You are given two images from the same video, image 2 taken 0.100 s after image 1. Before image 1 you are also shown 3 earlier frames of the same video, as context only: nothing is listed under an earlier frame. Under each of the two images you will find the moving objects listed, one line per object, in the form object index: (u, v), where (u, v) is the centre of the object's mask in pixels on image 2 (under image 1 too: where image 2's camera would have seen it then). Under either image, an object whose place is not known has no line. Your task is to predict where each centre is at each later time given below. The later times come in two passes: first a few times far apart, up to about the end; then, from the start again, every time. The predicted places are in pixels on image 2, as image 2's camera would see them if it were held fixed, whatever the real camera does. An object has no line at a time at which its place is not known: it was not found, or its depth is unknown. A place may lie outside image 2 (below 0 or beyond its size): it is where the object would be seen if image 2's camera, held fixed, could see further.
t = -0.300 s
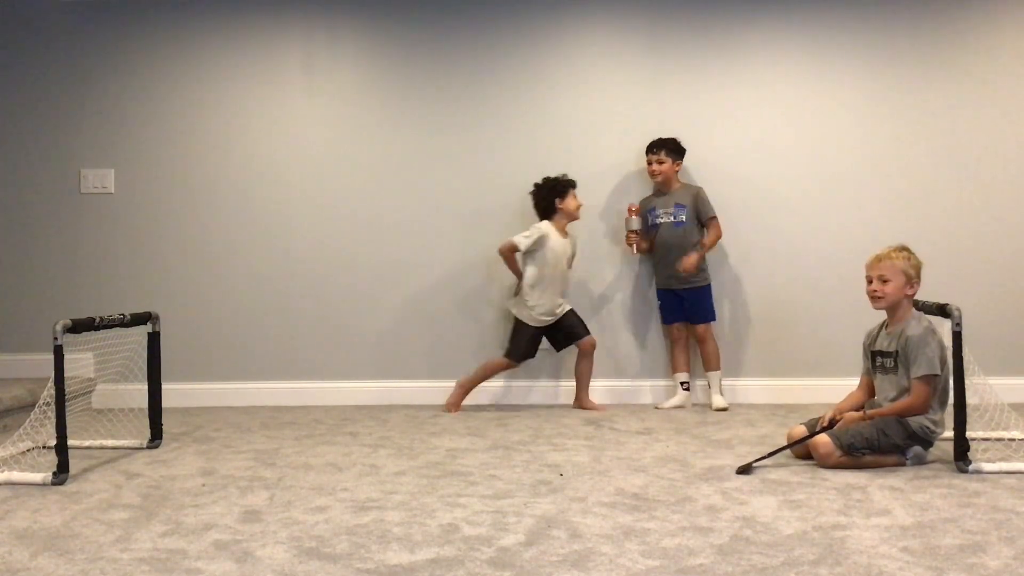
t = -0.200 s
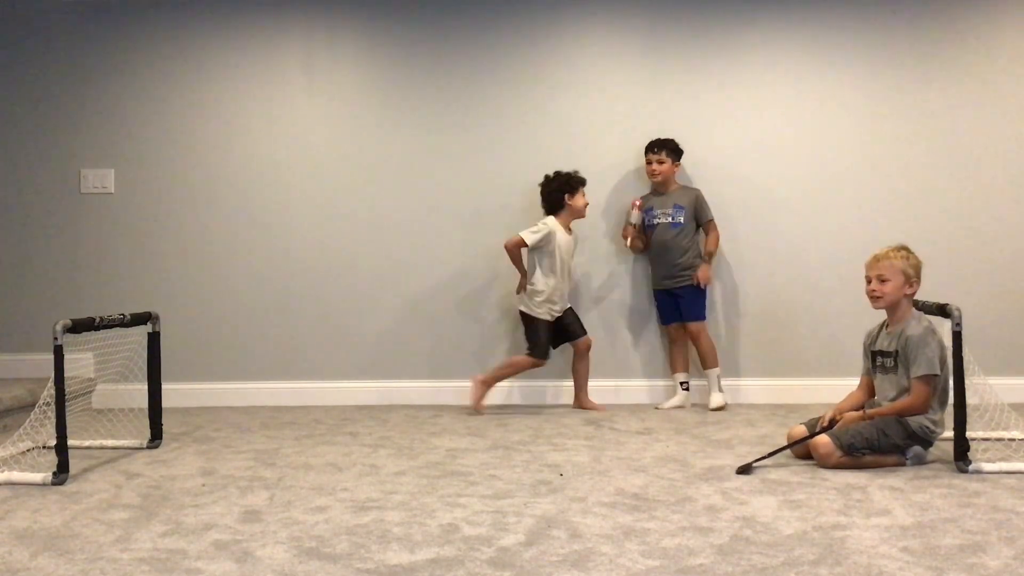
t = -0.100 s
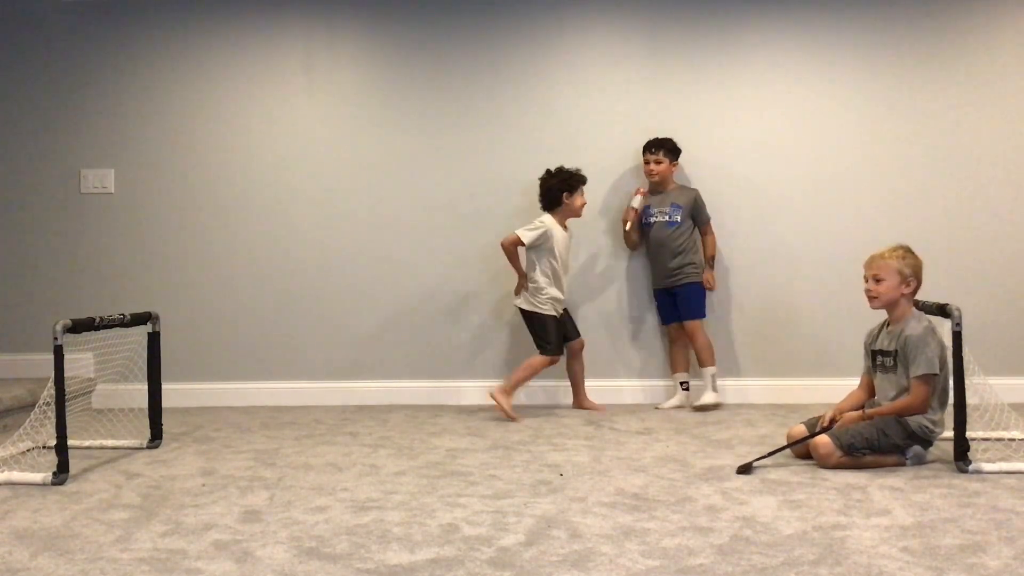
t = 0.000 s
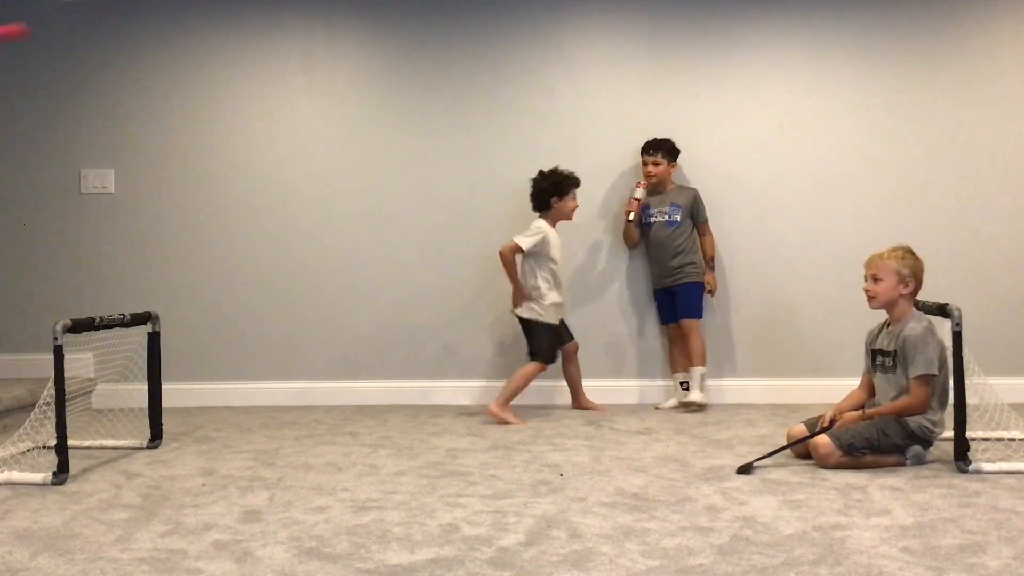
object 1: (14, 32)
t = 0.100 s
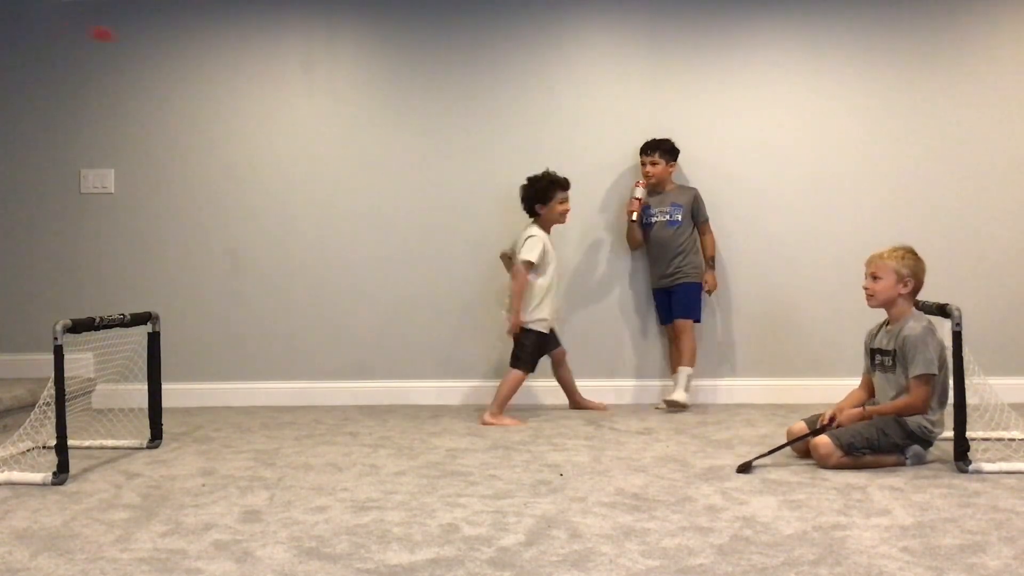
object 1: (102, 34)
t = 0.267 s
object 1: (179, 92)
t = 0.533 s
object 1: (242, 206)
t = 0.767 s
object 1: (317, 382)
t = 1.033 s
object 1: (276, 358)
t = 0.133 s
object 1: (122, 41)
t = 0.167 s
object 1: (140, 50)
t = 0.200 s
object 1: (154, 62)
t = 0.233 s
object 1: (167, 76)
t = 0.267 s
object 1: (179, 92)
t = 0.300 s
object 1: (189, 111)
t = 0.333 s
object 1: (197, 129)
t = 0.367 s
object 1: (204, 148)
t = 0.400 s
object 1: (210, 166)
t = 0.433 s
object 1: (218, 173)
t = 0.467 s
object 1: (226, 181)
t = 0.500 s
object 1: (234, 192)
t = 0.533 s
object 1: (242, 206)
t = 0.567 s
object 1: (251, 222)
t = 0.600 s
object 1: (261, 241)
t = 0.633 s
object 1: (272, 263)
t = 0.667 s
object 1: (282, 287)
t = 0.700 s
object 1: (293, 317)
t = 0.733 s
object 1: (305, 348)
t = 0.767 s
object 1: (317, 382)
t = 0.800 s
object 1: (331, 423)
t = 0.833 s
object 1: (331, 425)
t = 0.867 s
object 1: (321, 407)
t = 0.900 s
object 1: (313, 392)
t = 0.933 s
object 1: (303, 378)
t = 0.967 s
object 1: (294, 369)
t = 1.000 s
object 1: (286, 362)
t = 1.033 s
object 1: (276, 358)
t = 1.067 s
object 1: (267, 356)
